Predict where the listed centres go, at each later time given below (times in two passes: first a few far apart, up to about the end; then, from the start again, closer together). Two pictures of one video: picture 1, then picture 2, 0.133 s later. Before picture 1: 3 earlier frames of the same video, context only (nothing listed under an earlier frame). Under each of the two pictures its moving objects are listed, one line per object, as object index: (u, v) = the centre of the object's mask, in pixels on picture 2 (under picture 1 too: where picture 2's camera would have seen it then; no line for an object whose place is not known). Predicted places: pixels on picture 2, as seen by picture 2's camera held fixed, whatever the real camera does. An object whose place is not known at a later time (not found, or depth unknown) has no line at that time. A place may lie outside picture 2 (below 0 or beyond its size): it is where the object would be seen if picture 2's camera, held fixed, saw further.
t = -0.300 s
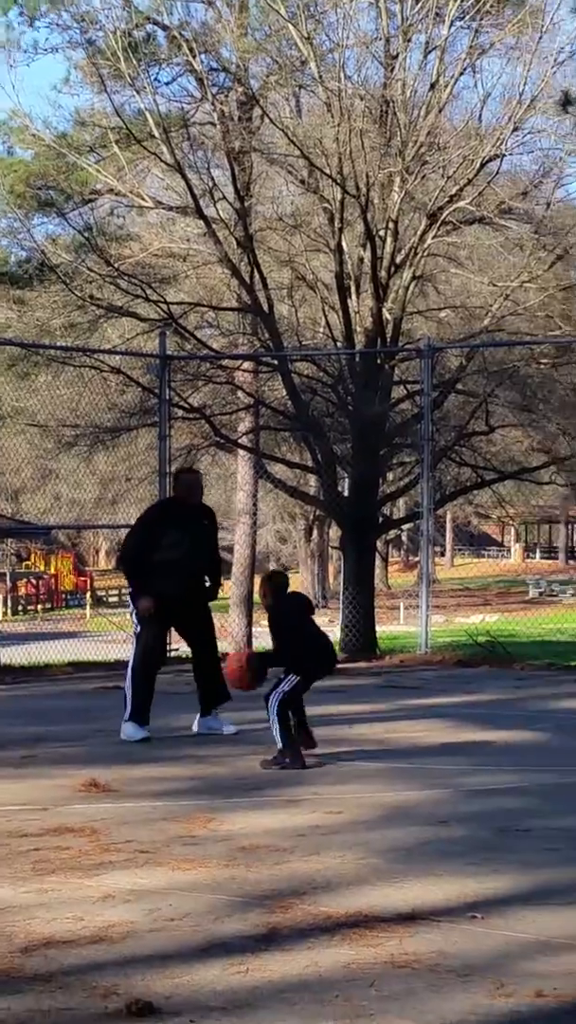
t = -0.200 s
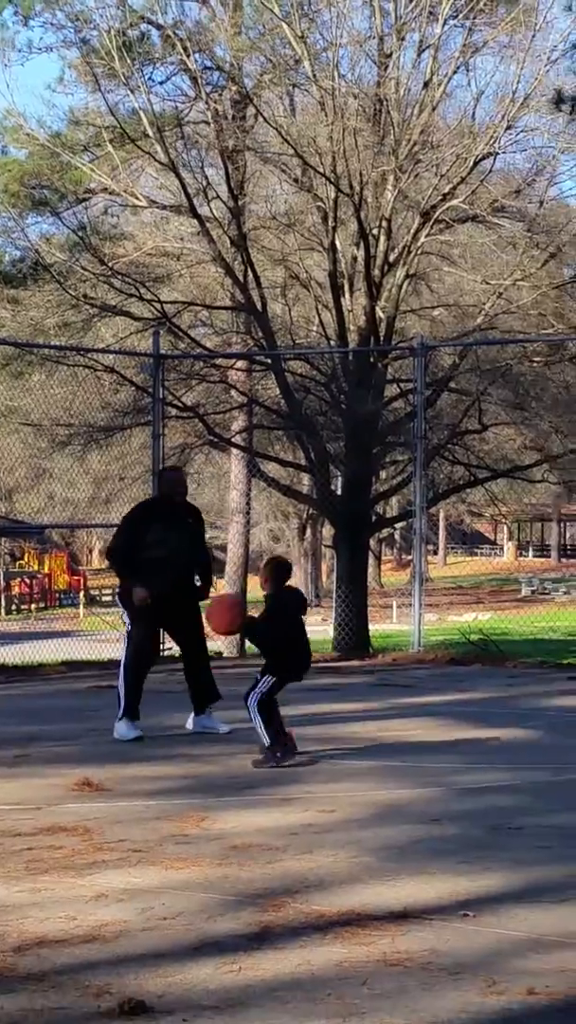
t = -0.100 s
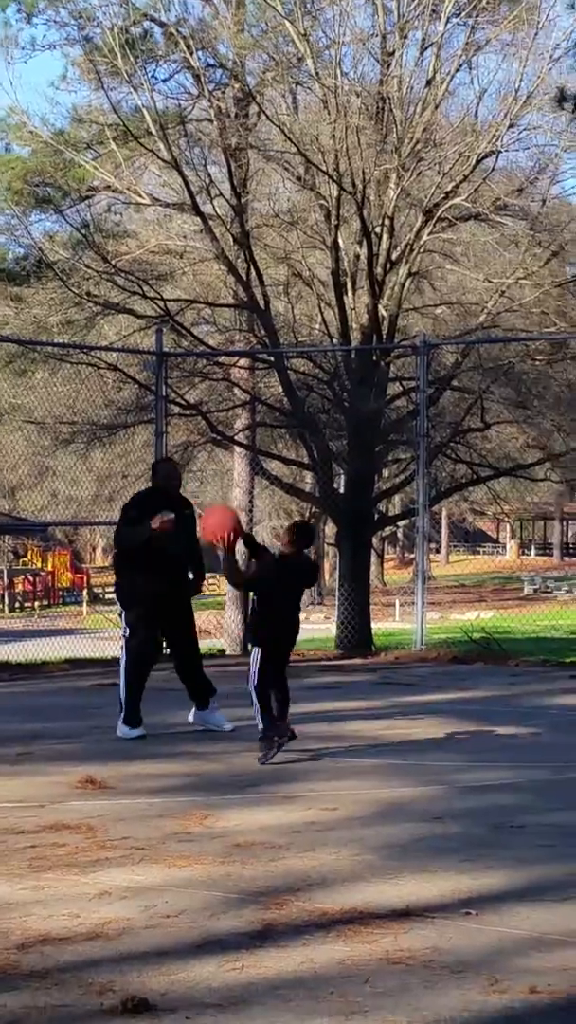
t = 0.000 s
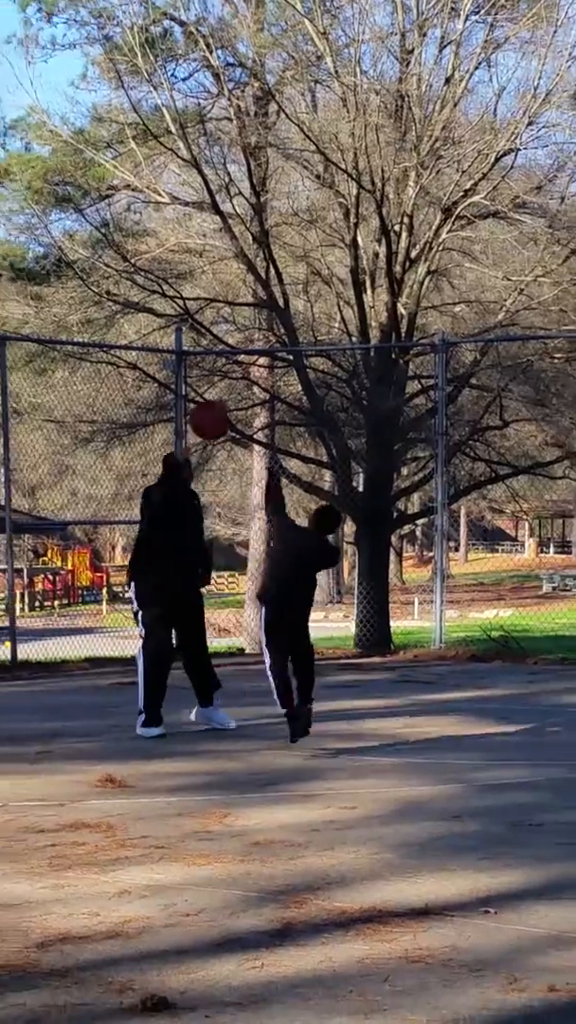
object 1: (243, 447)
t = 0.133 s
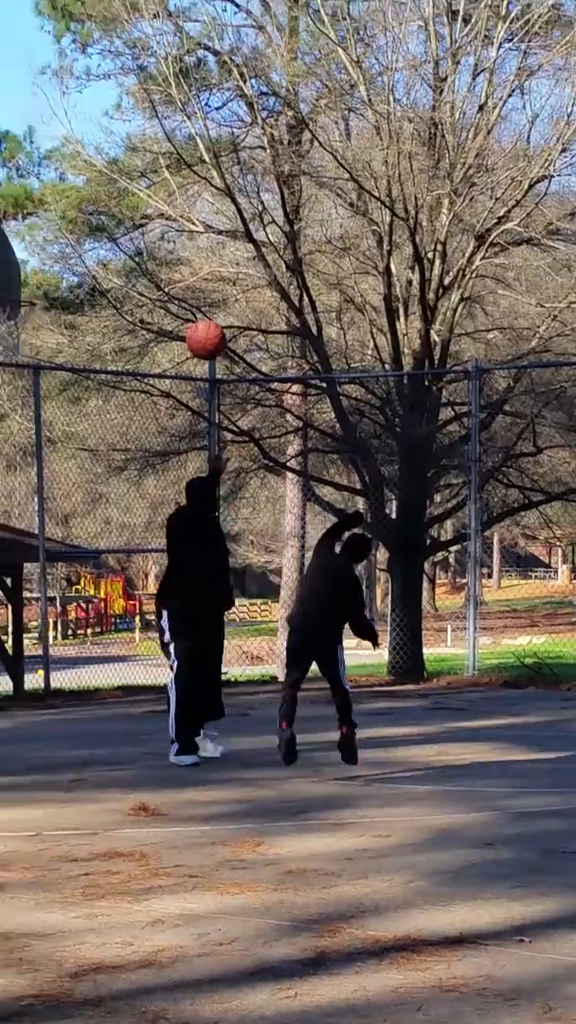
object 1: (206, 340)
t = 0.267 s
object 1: (170, 268)
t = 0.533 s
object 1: (108, 217)
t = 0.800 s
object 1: (52, 276)
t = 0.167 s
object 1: (197, 319)
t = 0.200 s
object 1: (188, 300)
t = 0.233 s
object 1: (180, 282)
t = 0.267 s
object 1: (170, 268)
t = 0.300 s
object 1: (162, 254)
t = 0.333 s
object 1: (155, 243)
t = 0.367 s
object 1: (147, 234)
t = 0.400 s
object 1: (138, 228)
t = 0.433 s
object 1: (130, 222)
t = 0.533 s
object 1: (108, 217)
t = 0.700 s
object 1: (72, 242)
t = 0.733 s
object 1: (66, 252)
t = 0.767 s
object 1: (59, 263)
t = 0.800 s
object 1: (52, 276)
